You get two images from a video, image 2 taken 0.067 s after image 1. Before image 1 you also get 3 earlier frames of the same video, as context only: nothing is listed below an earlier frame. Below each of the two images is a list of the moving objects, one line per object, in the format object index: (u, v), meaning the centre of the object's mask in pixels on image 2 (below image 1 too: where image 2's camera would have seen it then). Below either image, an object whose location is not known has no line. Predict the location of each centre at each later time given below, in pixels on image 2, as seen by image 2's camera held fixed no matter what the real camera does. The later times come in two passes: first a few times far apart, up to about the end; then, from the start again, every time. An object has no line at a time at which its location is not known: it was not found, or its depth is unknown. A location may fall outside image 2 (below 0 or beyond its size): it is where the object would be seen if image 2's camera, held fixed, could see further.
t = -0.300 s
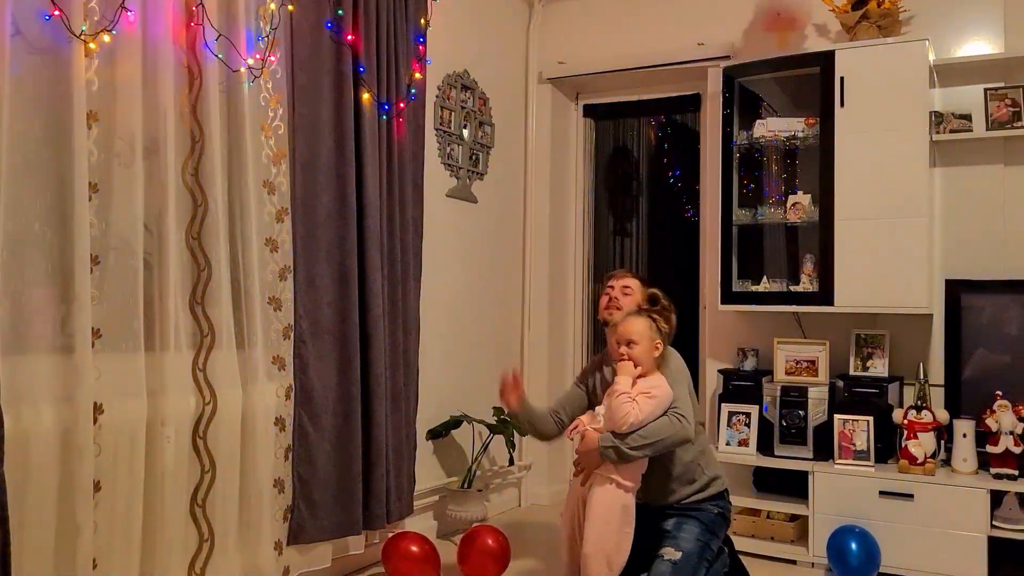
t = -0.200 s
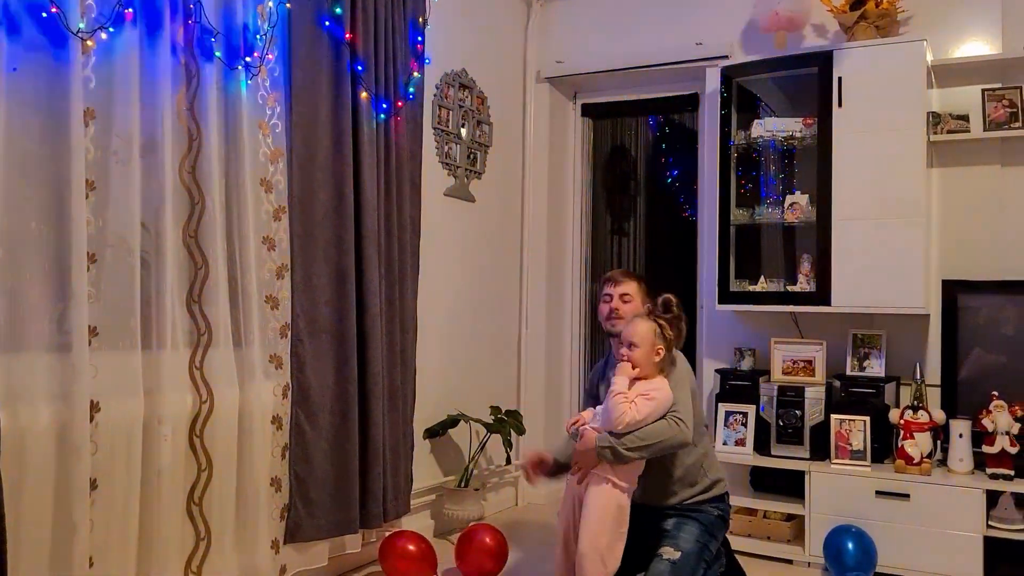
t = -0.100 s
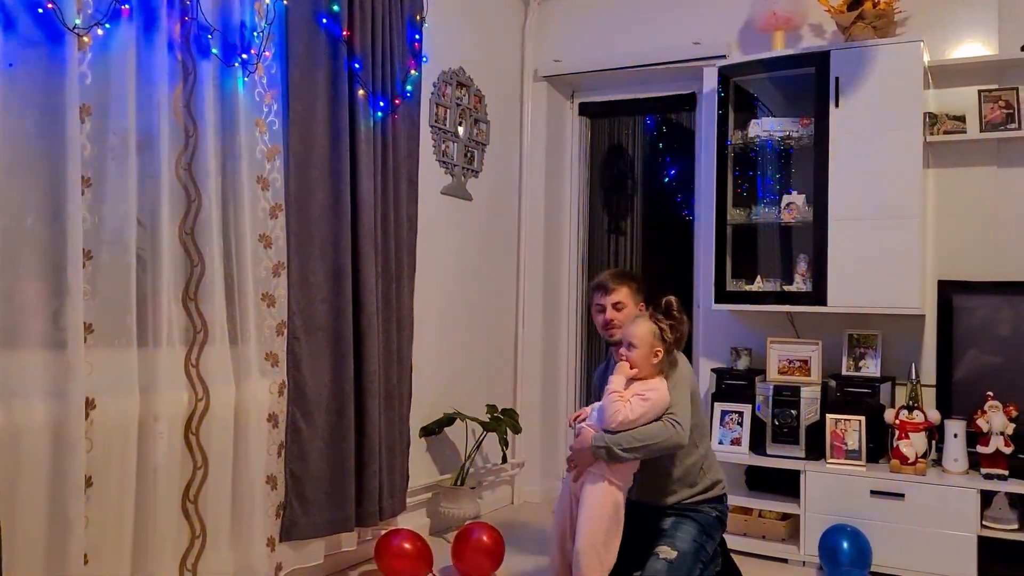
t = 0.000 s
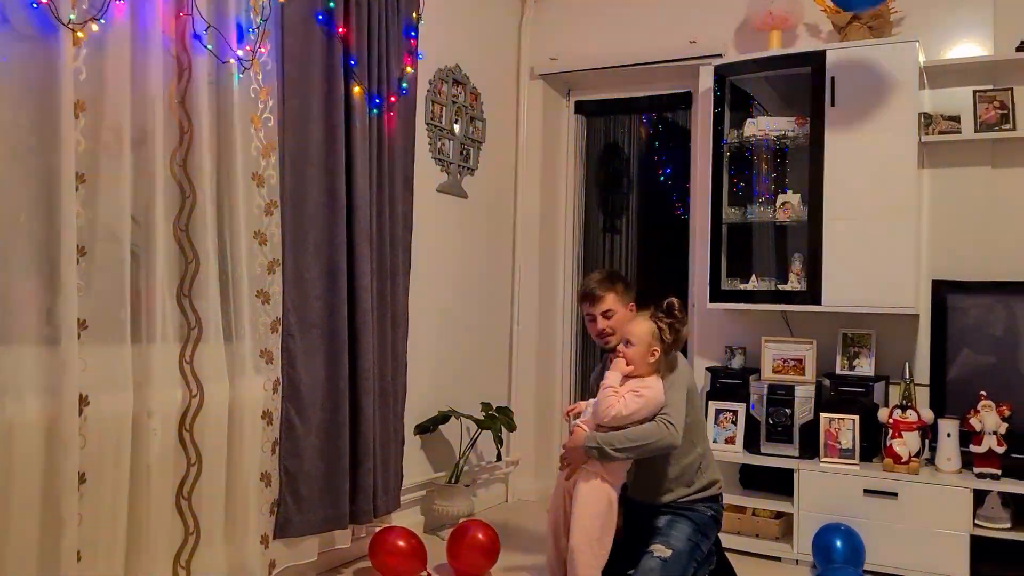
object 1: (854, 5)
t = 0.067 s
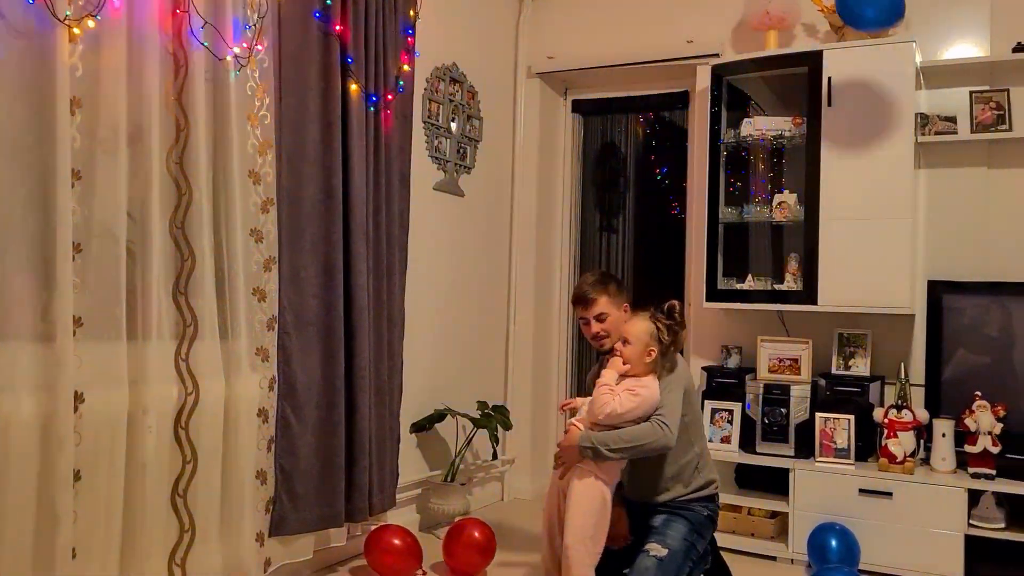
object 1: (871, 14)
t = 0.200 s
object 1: (886, 49)
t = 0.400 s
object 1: (887, 136)
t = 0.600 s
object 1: (869, 217)
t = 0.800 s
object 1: (834, 287)
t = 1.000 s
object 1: (802, 358)
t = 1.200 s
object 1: (779, 436)
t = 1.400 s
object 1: (784, 511)
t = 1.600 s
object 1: (799, 570)
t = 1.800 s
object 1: (834, 550)
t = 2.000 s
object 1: (863, 552)
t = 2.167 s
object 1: (884, 564)
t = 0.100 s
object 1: (875, 19)
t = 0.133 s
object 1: (879, 26)
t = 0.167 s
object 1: (883, 36)
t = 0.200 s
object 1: (886, 49)
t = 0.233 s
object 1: (889, 64)
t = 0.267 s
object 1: (890, 78)
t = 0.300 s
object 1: (891, 92)
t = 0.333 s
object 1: (890, 107)
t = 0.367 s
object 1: (889, 121)
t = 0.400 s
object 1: (887, 136)
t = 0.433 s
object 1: (885, 151)
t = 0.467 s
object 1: (883, 164)
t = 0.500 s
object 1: (880, 178)
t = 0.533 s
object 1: (877, 192)
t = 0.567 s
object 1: (873, 205)
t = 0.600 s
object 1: (869, 217)
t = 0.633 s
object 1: (865, 230)
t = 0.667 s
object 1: (860, 242)
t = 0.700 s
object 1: (854, 254)
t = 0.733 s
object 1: (848, 265)
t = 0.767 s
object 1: (841, 276)
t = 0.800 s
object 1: (834, 287)
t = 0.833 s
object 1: (828, 299)
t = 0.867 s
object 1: (822, 310)
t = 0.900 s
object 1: (816, 322)
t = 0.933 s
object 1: (811, 334)
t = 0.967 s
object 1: (806, 346)
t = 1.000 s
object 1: (802, 358)
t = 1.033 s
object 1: (799, 373)
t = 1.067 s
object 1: (794, 386)
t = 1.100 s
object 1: (790, 399)
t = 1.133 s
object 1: (786, 412)
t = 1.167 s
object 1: (782, 424)
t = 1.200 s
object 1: (779, 436)
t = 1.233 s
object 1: (780, 450)
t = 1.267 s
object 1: (779, 463)
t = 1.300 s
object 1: (780, 475)
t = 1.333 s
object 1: (781, 488)
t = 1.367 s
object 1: (783, 499)
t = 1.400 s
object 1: (784, 511)
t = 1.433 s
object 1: (786, 523)
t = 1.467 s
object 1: (788, 537)
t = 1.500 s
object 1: (790, 550)
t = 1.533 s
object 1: (790, 564)
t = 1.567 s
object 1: (793, 575)
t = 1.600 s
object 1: (799, 570)
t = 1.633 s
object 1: (806, 564)
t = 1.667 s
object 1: (811, 560)
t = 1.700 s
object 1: (820, 554)
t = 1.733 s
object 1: (824, 552)
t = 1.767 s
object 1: (829, 551)
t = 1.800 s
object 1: (834, 550)
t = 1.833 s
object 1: (838, 549)
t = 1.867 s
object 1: (843, 549)
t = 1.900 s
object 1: (851, 549)
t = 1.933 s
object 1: (854, 550)
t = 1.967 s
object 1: (858, 551)
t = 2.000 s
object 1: (863, 552)
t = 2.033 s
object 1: (869, 553)
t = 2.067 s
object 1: (871, 555)
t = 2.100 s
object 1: (874, 557)
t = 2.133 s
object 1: (879, 560)
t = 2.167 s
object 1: (884, 564)
